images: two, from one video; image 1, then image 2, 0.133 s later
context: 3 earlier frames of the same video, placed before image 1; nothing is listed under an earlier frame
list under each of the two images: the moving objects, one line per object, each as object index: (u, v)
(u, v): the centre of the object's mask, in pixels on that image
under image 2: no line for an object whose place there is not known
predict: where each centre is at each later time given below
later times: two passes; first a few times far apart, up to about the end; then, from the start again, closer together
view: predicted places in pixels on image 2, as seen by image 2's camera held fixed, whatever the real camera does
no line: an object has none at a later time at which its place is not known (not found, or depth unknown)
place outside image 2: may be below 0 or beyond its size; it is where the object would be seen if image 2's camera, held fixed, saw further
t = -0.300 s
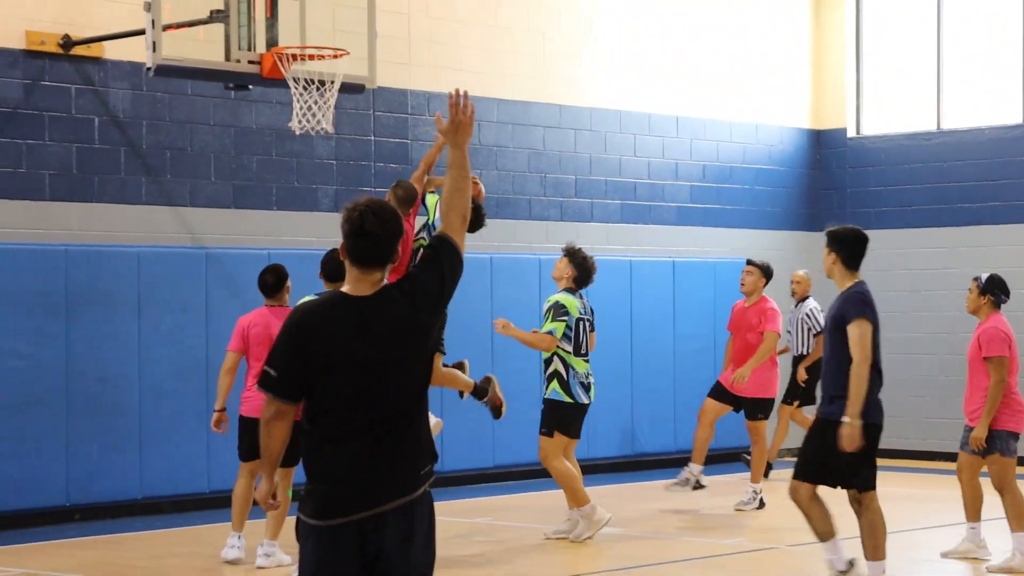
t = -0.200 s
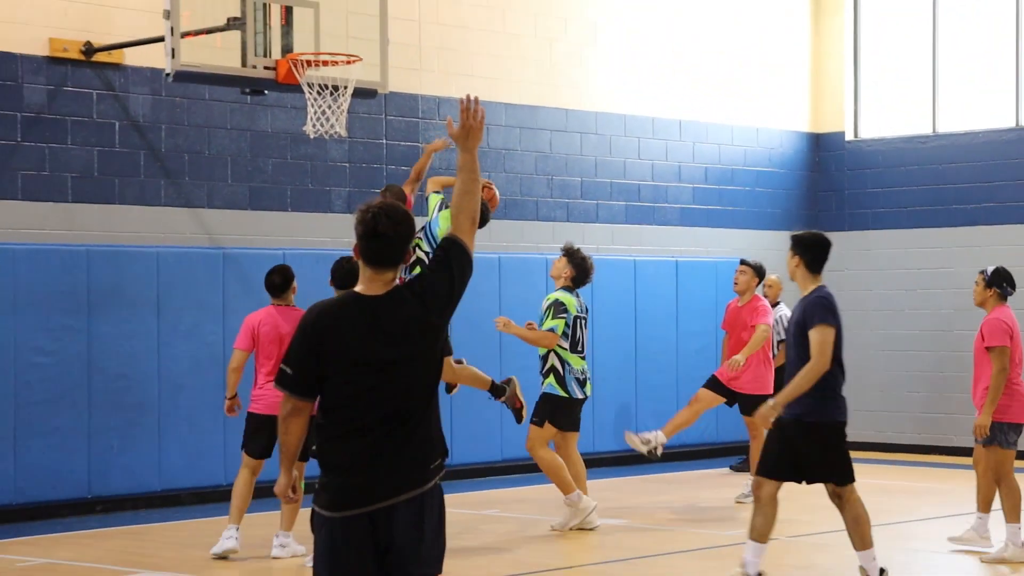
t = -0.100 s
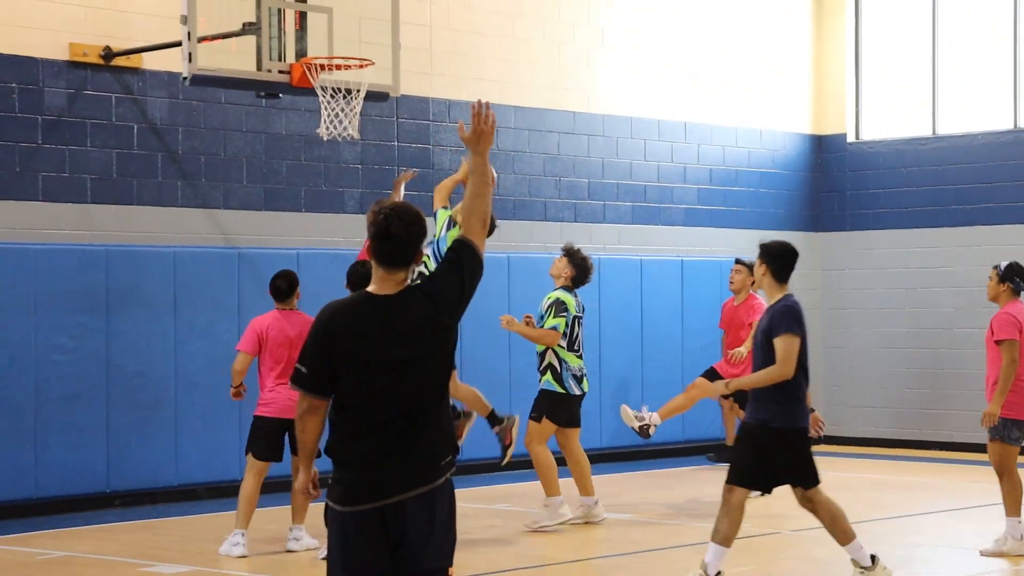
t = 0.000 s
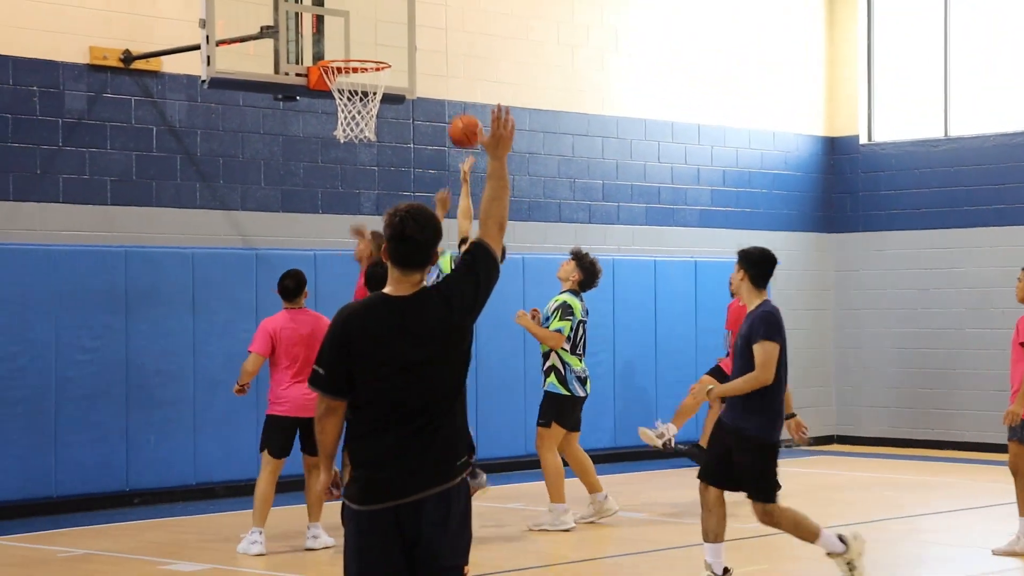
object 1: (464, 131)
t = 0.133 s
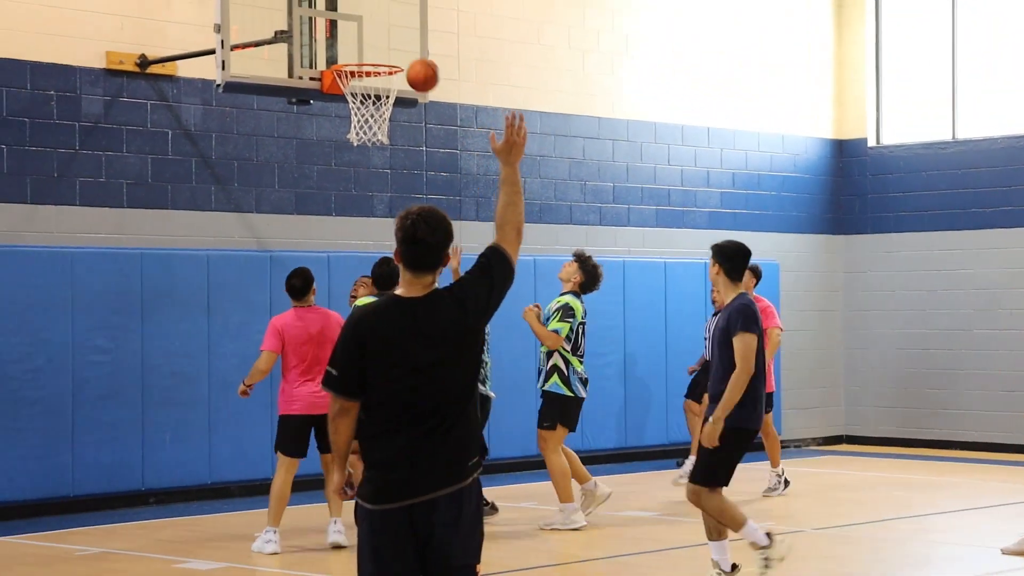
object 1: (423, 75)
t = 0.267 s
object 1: (387, 46)
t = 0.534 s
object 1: (373, 79)
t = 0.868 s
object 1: (371, 253)
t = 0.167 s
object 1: (410, 63)
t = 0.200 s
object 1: (396, 52)
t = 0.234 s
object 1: (388, 48)
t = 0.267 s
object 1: (387, 46)
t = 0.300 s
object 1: (384, 44)
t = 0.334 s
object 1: (383, 44)
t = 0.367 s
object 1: (381, 46)
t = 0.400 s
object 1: (379, 48)
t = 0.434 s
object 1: (377, 51)
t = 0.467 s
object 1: (376, 54)
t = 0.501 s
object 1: (373, 69)
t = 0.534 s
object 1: (373, 79)
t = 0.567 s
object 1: (372, 89)
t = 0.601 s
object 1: (372, 105)
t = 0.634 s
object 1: (372, 119)
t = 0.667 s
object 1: (371, 135)
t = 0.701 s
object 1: (371, 152)
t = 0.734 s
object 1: (369, 169)
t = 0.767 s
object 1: (369, 189)
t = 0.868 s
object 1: (371, 253)
